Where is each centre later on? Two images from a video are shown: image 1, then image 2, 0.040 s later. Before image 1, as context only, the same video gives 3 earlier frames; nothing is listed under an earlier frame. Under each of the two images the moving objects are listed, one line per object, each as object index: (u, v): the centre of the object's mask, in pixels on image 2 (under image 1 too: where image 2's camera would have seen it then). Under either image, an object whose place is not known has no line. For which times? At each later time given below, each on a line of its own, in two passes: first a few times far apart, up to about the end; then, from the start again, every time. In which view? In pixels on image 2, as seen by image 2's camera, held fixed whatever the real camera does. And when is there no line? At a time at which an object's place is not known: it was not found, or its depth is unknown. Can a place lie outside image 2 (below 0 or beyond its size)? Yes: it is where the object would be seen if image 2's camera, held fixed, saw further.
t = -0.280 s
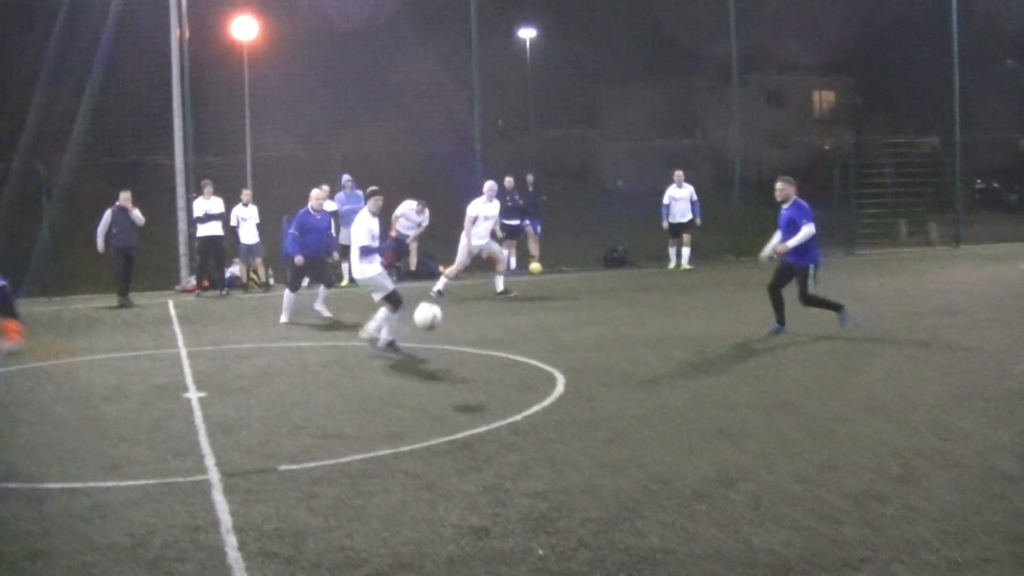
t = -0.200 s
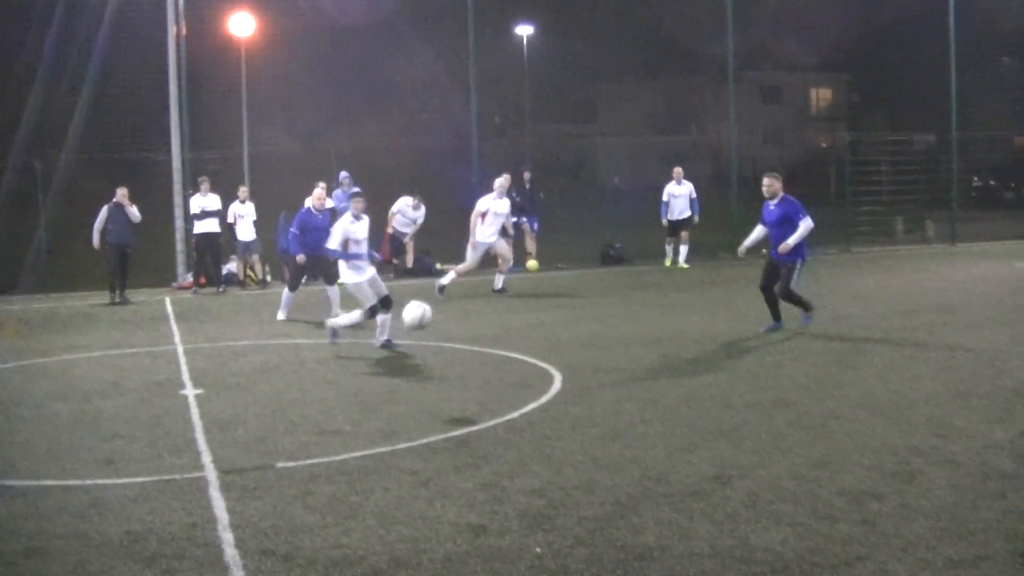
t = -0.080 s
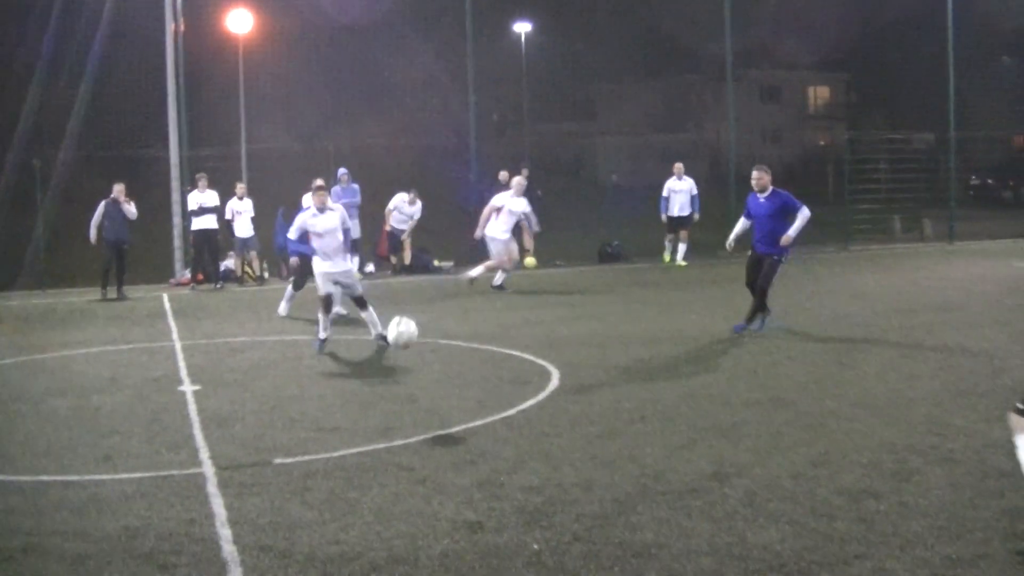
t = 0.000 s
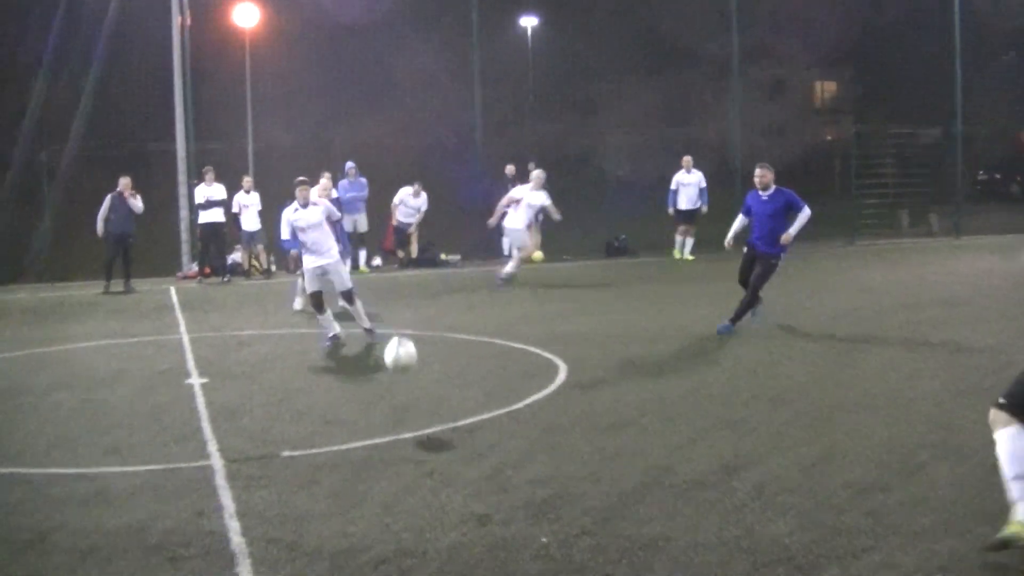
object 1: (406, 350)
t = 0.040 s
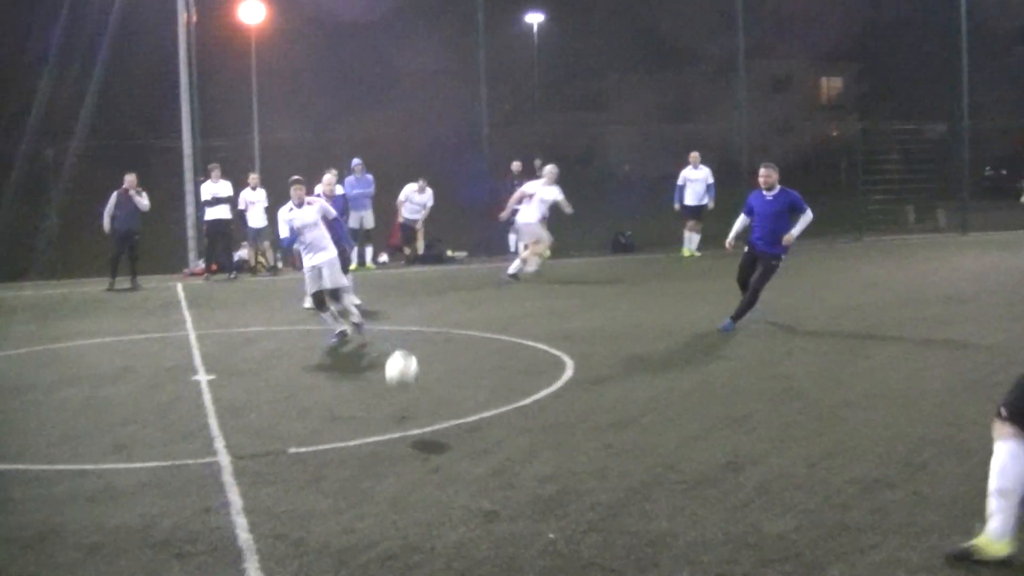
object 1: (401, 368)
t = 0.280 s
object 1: (362, 429)
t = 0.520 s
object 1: (292, 531)
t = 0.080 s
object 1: (397, 391)
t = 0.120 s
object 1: (391, 419)
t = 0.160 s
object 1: (386, 430)
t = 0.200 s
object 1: (379, 427)
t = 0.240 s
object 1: (370, 426)
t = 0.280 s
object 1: (362, 429)
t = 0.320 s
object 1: (352, 434)
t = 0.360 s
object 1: (341, 445)
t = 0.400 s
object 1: (330, 457)
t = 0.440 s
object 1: (318, 475)
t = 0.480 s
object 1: (305, 503)
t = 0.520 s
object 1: (292, 531)
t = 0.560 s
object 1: (276, 575)
